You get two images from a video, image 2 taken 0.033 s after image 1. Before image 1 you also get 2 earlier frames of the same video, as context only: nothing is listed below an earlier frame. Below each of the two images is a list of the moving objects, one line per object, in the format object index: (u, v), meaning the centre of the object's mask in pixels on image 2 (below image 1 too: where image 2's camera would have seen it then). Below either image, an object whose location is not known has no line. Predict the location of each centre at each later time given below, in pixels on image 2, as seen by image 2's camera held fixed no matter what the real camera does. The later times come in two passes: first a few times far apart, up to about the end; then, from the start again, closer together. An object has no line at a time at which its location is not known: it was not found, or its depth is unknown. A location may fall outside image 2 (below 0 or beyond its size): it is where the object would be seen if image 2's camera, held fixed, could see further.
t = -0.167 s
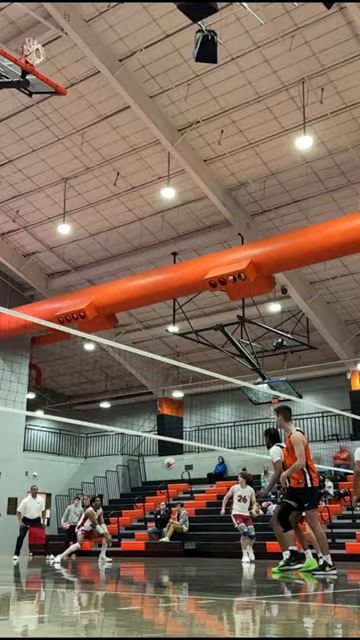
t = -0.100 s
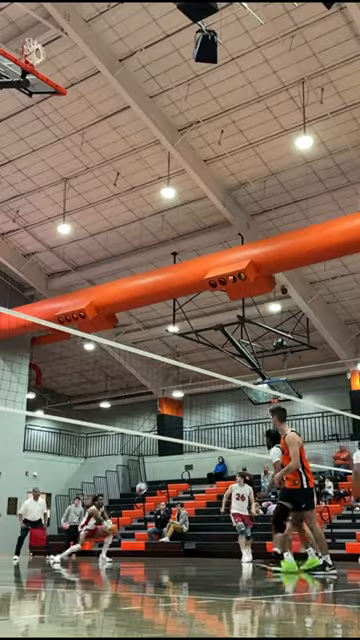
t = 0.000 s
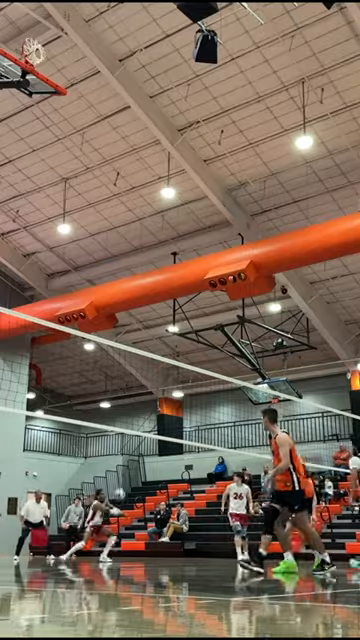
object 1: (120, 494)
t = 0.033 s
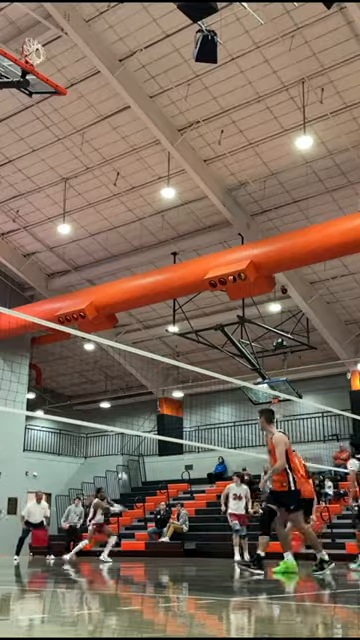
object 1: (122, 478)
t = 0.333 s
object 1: (141, 357)
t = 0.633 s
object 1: (155, 273)
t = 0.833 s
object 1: (165, 240)
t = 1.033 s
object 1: (173, 224)
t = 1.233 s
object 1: (183, 227)
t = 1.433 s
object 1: (193, 255)
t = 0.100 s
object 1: (128, 447)
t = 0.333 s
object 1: (141, 357)
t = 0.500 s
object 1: (150, 305)
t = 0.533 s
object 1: (151, 297)
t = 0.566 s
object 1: (153, 290)
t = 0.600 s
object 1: (154, 281)
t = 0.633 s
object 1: (155, 273)
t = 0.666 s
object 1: (157, 266)
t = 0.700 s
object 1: (158, 261)
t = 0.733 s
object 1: (159, 252)
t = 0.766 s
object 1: (162, 249)
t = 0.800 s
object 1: (163, 243)
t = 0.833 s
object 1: (165, 240)
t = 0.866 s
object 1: (167, 236)
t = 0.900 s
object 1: (167, 231)
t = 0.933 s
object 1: (169, 230)
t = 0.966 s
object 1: (169, 226)
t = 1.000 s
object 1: (171, 226)
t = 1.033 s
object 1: (173, 224)
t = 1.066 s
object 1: (174, 223)
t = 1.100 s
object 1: (176, 223)
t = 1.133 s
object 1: (177, 222)
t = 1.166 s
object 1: (179, 225)
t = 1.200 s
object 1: (181, 226)
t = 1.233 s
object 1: (183, 227)
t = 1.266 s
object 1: (184, 230)
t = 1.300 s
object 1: (186, 234)
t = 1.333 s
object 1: (188, 237)
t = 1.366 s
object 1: (190, 243)
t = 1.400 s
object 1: (192, 249)
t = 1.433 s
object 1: (193, 255)
